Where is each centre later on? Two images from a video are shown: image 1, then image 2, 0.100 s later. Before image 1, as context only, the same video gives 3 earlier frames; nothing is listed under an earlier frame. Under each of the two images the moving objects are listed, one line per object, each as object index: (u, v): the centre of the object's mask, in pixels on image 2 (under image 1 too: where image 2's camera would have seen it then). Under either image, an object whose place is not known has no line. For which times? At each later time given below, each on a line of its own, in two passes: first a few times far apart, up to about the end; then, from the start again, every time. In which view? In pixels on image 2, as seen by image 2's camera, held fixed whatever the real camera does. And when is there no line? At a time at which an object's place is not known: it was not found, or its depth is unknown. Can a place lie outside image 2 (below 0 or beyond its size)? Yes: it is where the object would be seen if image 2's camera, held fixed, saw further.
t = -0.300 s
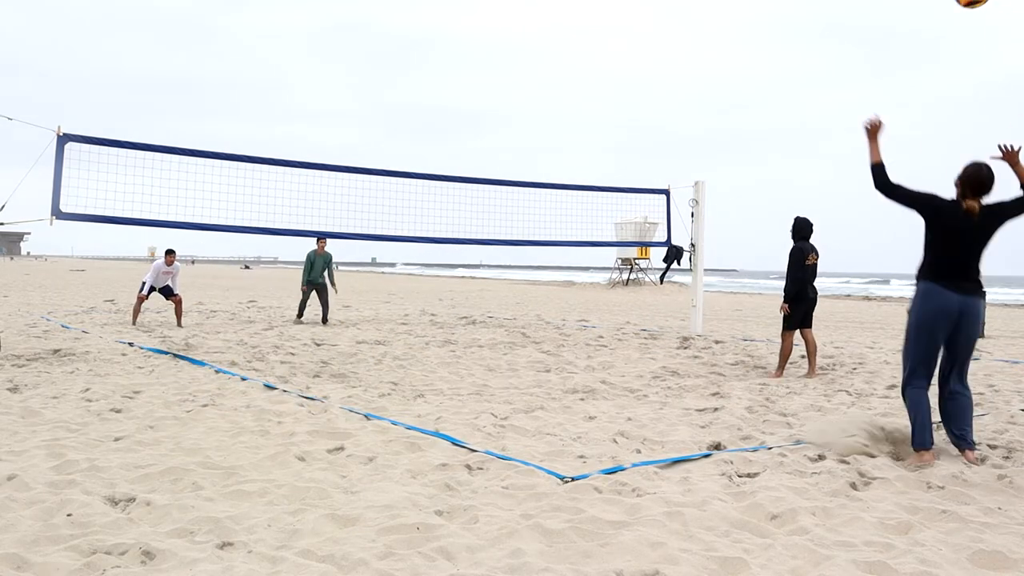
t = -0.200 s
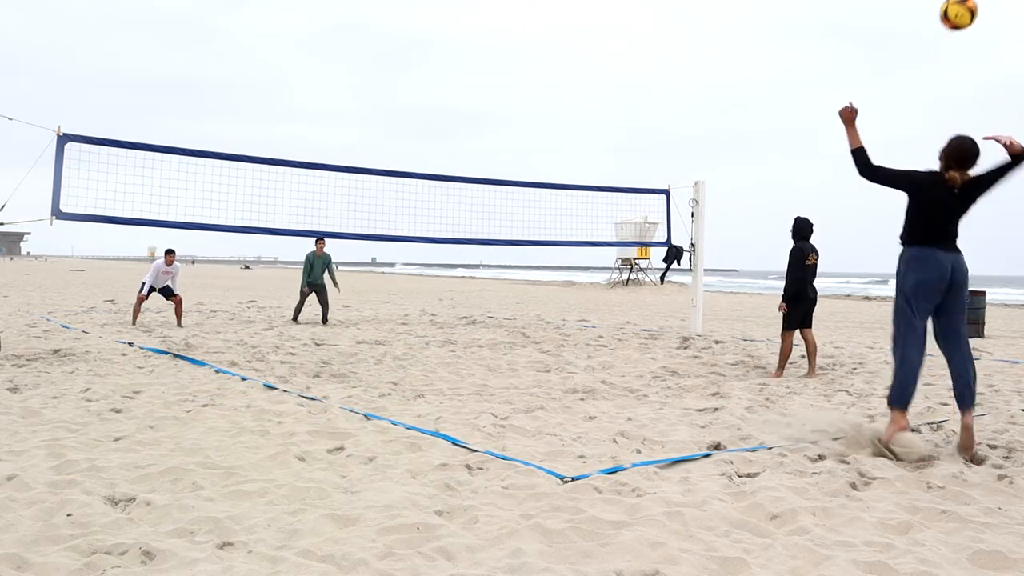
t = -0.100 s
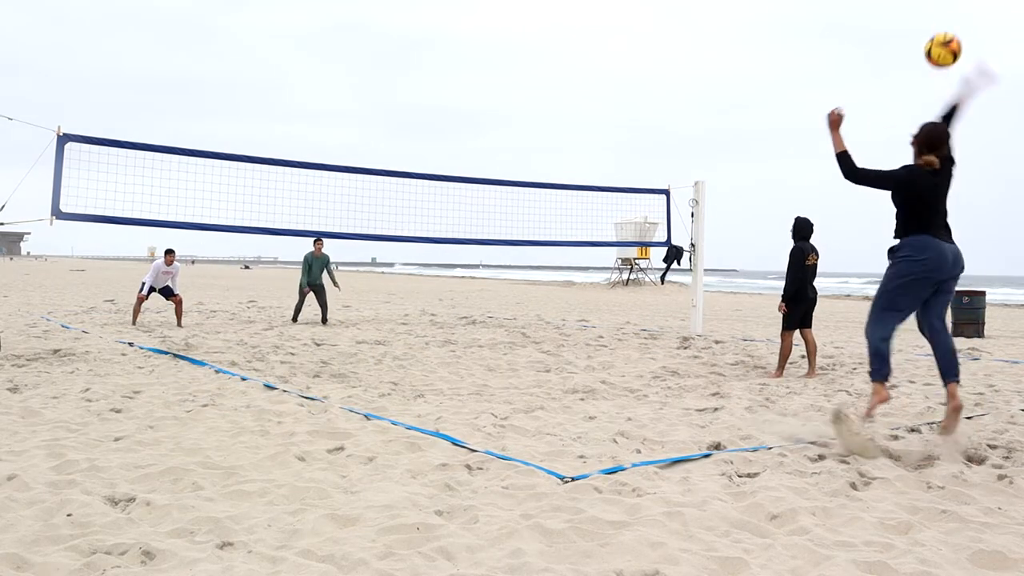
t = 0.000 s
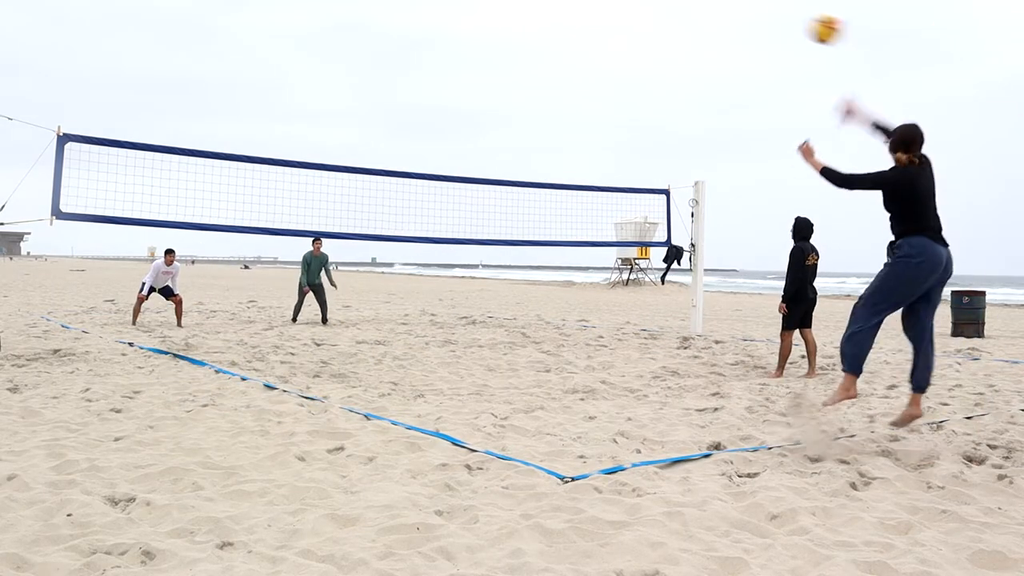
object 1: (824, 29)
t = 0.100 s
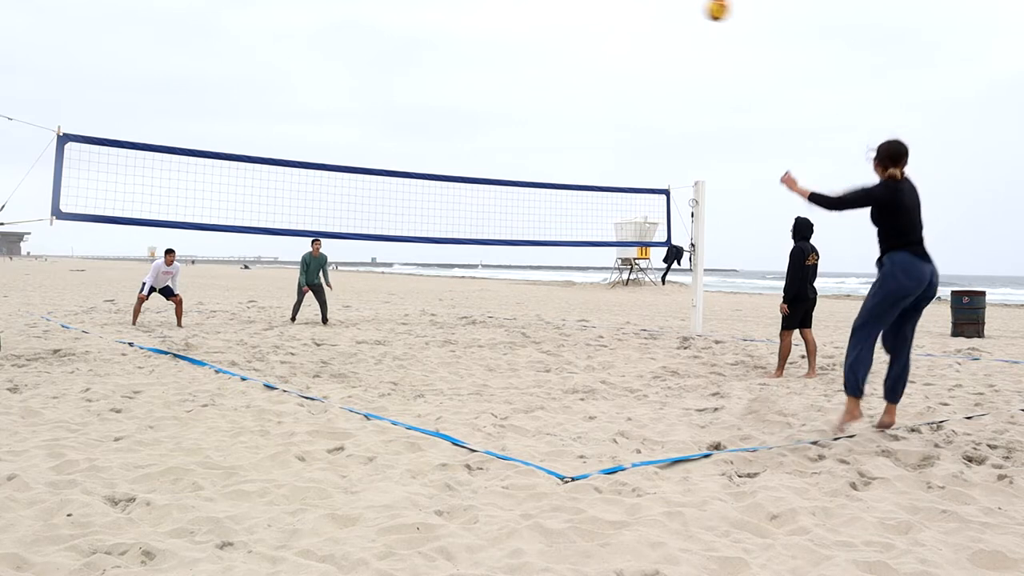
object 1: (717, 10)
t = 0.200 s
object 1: (636, 6)
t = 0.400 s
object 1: (522, 17)
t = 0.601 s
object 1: (443, 56)
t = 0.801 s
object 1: (383, 109)
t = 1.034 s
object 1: (324, 181)
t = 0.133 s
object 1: (687, 7)
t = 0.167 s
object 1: (660, 6)
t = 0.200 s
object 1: (636, 6)
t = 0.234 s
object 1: (613, 6)
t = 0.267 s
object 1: (593, 7)
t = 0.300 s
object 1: (573, 8)
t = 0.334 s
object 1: (555, 9)
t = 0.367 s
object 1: (538, 13)
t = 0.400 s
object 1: (522, 17)
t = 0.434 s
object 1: (508, 22)
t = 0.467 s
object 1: (493, 27)
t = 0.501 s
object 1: (480, 34)
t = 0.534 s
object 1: (467, 41)
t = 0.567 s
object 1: (455, 48)
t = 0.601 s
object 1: (443, 56)
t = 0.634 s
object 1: (432, 64)
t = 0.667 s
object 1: (421, 72)
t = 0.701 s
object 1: (411, 81)
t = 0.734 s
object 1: (401, 90)
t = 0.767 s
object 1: (392, 99)
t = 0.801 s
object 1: (383, 109)
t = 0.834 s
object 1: (374, 119)
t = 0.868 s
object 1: (365, 128)
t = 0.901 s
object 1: (356, 138)
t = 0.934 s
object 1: (348, 149)
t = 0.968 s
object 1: (340, 159)
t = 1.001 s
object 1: (331, 174)
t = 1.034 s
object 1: (324, 181)
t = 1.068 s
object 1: (317, 192)
